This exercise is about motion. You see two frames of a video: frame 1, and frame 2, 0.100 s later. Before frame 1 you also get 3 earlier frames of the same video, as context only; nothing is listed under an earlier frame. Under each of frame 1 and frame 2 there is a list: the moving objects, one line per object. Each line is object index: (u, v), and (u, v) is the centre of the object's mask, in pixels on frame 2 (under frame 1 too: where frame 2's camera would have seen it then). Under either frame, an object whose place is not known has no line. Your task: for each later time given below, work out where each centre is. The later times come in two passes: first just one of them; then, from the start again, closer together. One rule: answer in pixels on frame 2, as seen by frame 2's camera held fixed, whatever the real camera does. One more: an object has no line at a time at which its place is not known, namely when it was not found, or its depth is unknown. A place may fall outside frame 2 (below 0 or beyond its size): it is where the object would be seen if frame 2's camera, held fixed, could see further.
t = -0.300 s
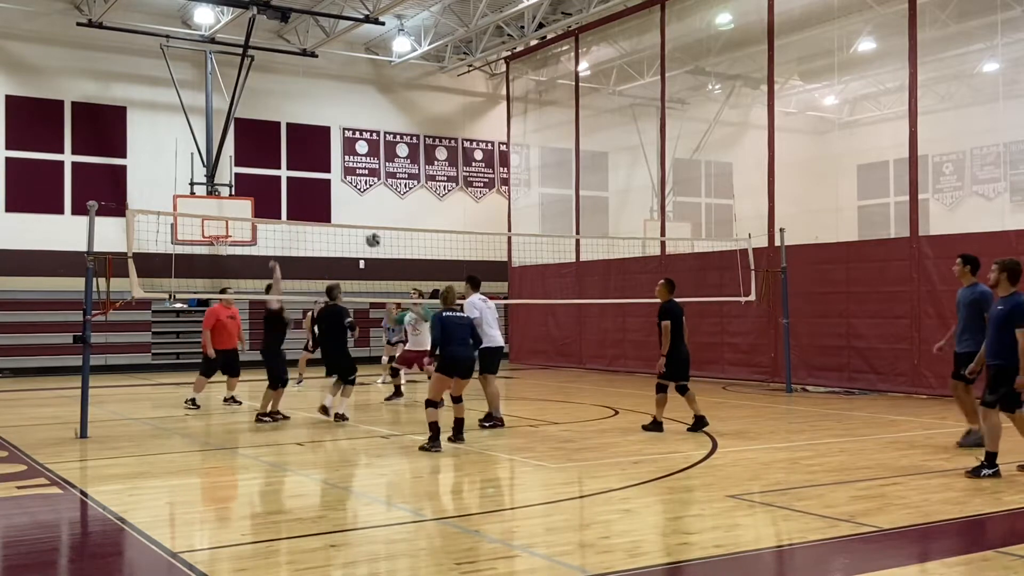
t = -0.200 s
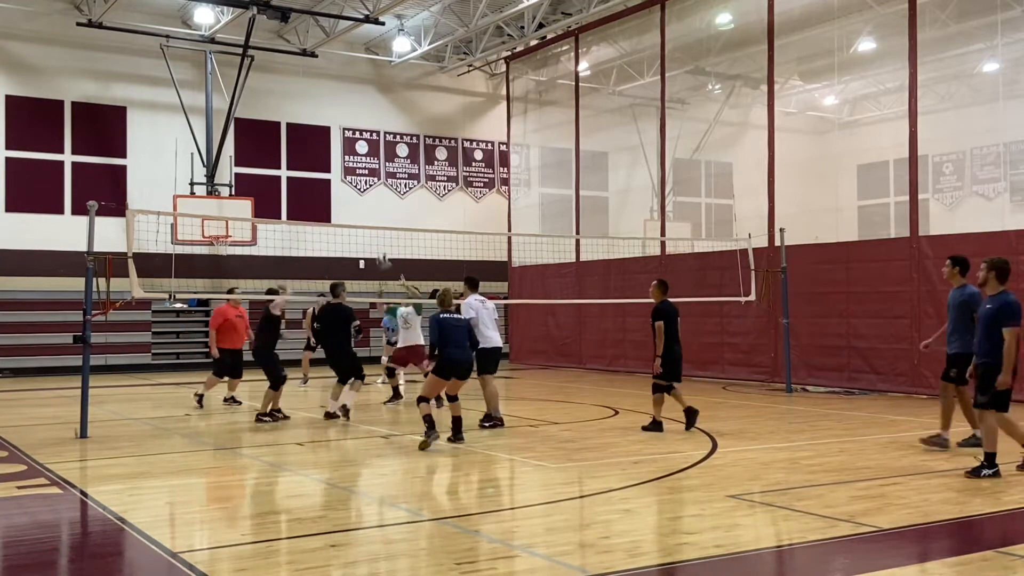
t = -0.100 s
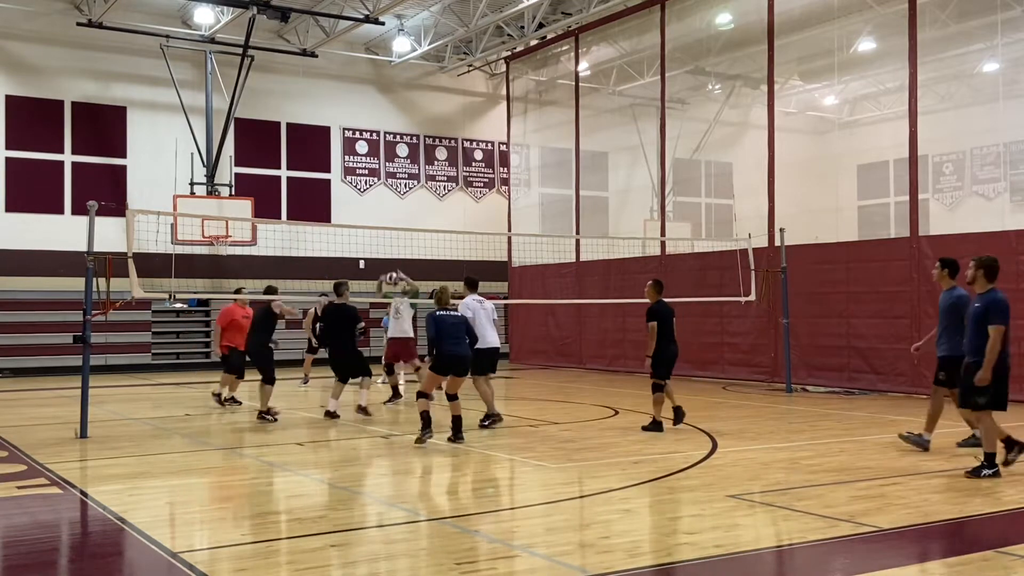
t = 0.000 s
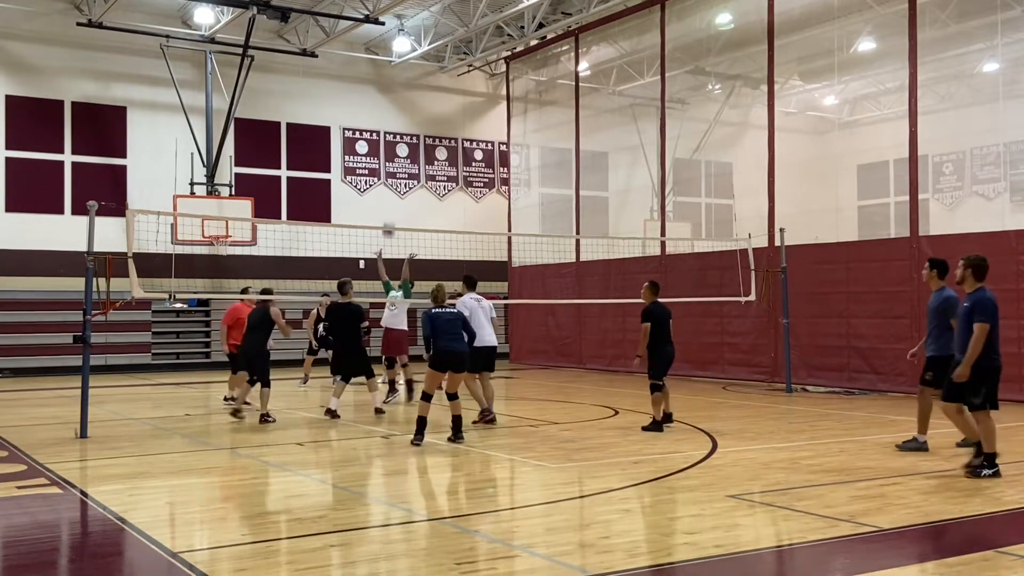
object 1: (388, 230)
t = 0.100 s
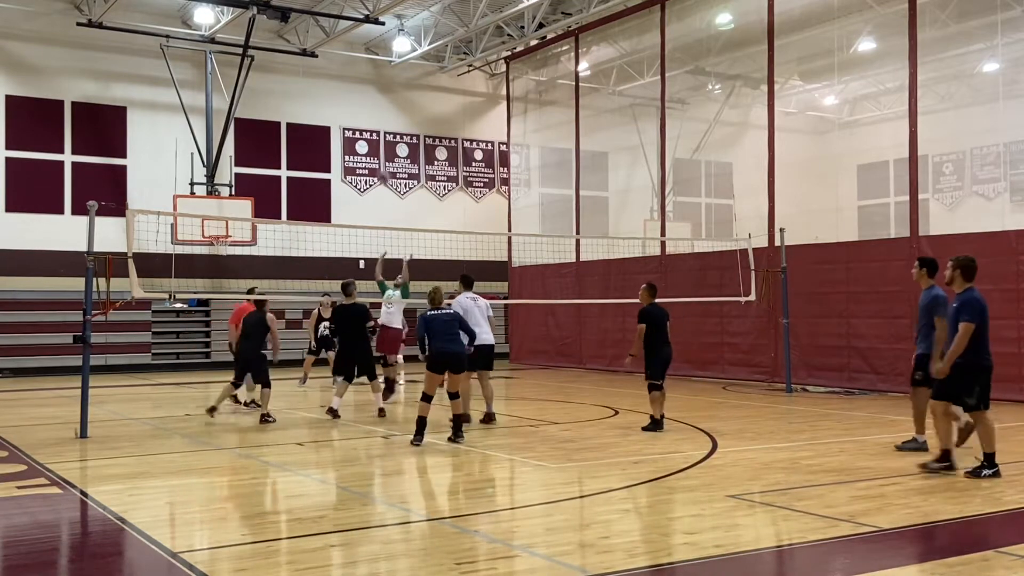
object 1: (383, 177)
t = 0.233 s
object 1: (378, 119)
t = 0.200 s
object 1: (380, 132)
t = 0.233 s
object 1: (378, 119)
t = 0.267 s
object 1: (377, 107)
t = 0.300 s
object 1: (375, 95)
